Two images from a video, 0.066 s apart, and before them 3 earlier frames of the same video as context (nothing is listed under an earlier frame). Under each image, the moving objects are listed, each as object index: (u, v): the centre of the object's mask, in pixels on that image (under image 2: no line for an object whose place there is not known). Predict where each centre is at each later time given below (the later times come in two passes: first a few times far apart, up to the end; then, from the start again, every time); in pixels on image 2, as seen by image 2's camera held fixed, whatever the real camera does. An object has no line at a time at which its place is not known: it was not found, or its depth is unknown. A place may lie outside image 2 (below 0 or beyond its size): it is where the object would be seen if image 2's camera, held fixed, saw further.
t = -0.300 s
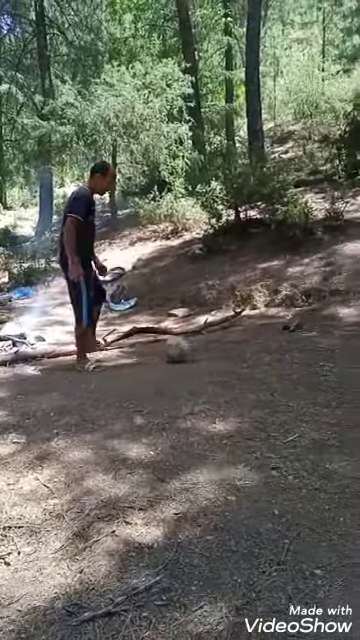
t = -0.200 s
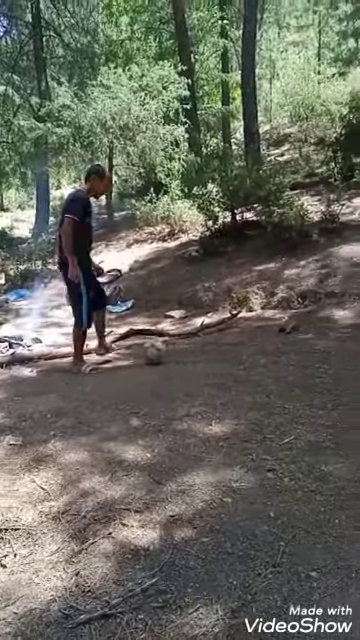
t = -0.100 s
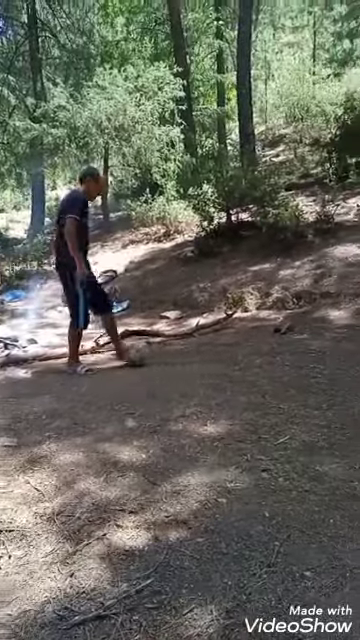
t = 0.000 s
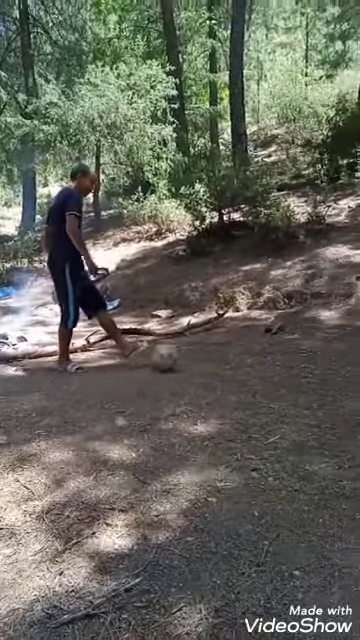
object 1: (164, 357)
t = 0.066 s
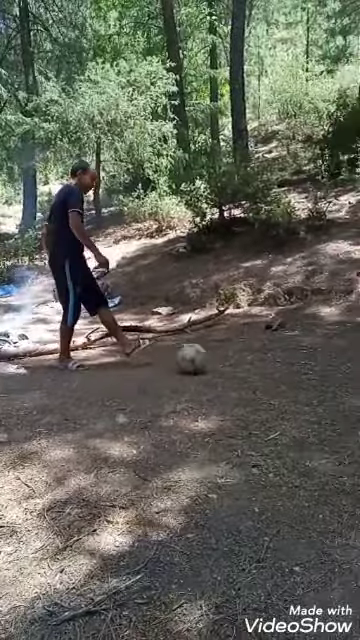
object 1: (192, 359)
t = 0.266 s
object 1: (271, 371)
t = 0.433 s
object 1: (333, 380)
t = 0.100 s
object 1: (205, 362)
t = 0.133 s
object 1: (219, 365)
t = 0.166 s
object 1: (231, 367)
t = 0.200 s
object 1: (246, 371)
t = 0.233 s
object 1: (259, 373)
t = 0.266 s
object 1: (271, 371)
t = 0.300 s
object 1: (285, 377)
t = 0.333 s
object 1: (300, 380)
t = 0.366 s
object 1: (311, 380)
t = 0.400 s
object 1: (321, 380)
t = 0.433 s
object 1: (333, 380)
